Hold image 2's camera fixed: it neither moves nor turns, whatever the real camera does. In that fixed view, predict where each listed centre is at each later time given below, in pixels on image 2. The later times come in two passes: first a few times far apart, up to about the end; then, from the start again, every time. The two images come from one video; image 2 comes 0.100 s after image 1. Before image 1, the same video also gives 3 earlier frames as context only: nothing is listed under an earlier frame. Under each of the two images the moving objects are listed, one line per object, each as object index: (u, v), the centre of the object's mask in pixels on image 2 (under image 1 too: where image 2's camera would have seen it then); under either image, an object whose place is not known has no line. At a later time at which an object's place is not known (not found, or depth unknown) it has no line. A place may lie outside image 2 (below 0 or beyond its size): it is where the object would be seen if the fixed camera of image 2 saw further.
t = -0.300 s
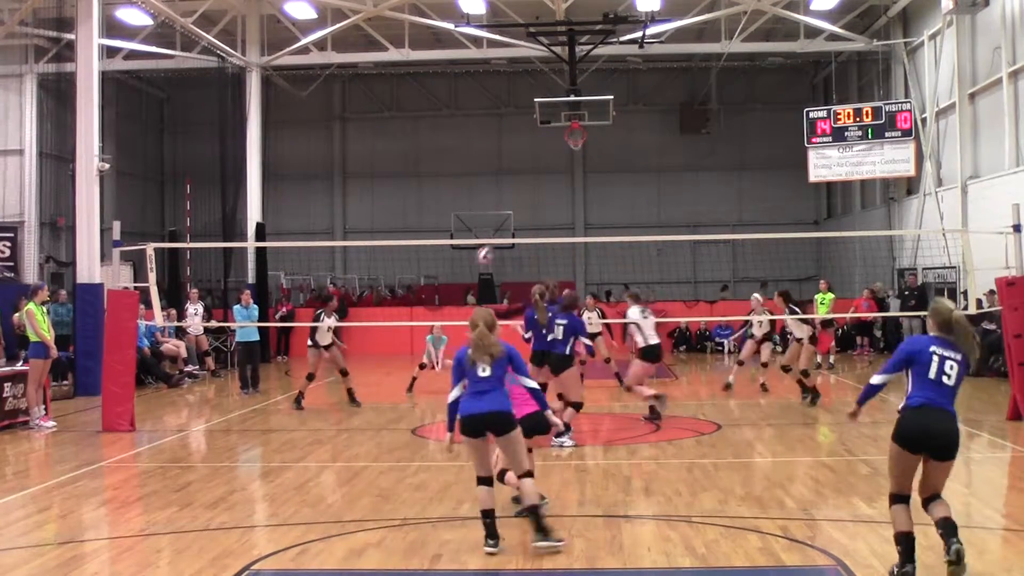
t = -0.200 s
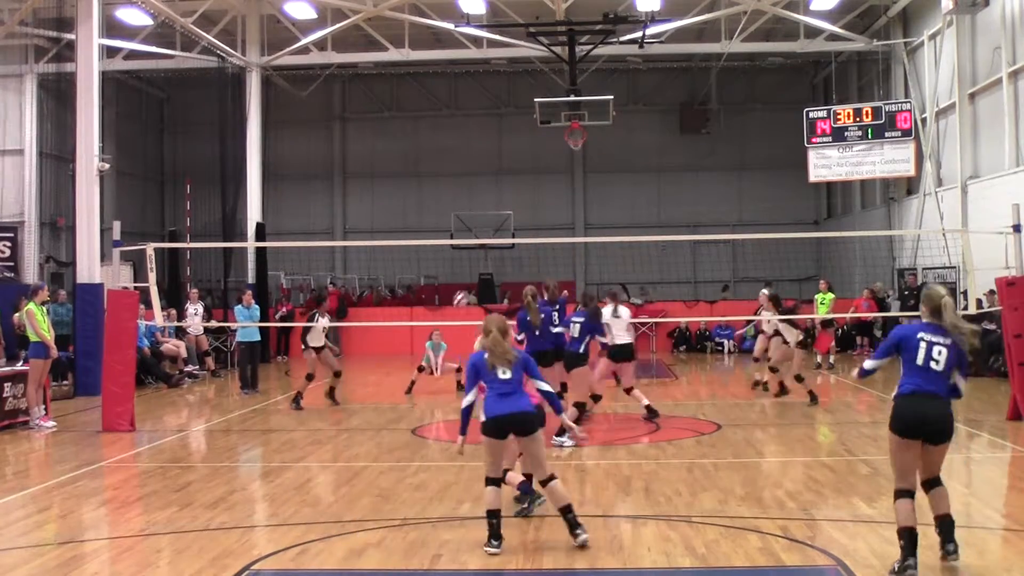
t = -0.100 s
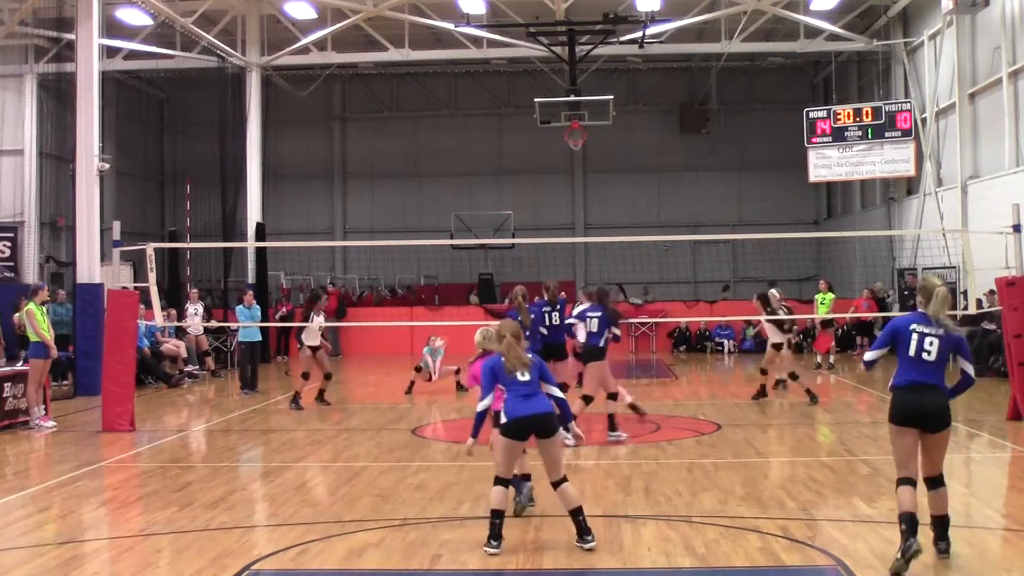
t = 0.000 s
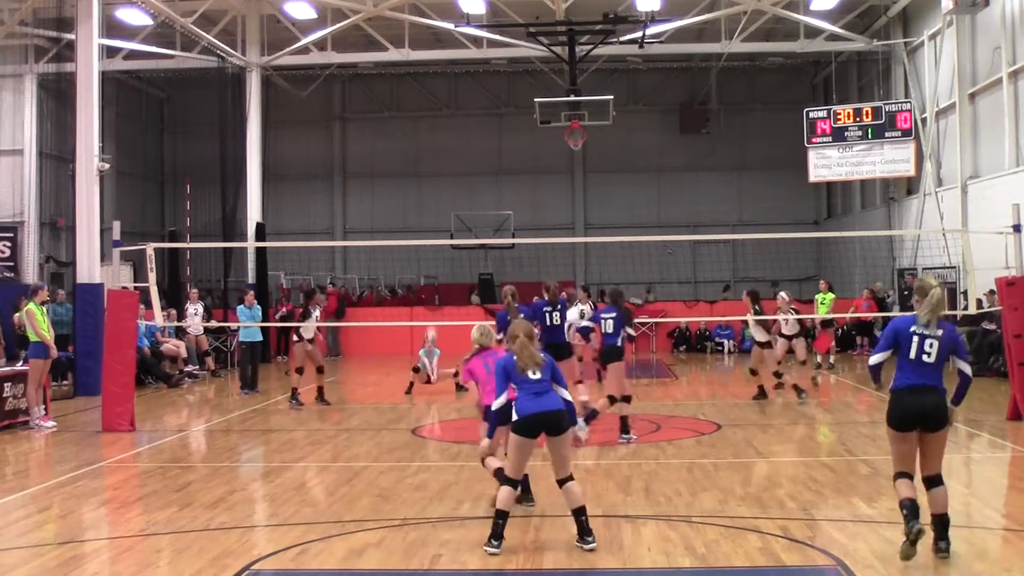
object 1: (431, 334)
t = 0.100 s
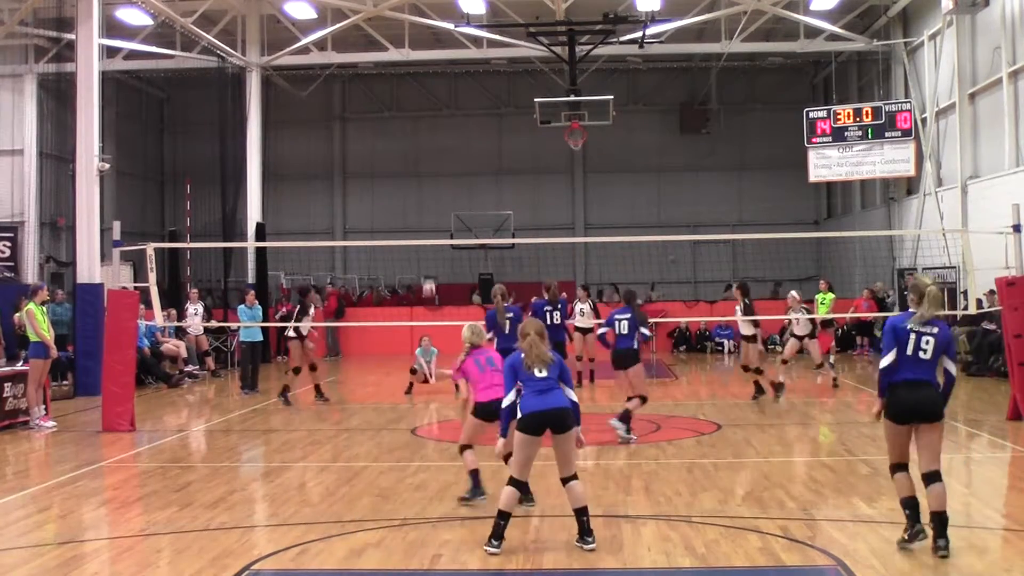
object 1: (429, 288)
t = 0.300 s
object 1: (424, 211)
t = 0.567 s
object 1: (418, 144)
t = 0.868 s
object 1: (410, 121)
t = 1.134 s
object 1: (403, 152)
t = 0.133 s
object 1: (428, 275)
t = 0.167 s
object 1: (427, 260)
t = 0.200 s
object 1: (427, 249)
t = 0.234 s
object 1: (426, 233)
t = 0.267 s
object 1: (425, 223)
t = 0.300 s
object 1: (424, 211)
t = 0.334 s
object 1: (423, 201)
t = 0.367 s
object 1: (423, 191)
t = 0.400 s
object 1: (422, 181)
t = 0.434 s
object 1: (421, 173)
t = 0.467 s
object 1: (420, 164)
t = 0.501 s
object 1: (419, 157)
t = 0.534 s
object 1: (419, 150)
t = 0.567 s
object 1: (418, 144)
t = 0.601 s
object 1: (417, 139)
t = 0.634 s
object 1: (416, 134)
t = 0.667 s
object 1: (415, 131)
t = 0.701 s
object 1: (415, 127)
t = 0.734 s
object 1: (413, 125)
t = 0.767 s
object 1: (413, 123)
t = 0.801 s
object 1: (412, 122)
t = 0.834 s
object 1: (411, 121)
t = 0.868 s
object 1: (410, 121)
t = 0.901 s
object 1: (410, 122)
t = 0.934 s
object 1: (409, 124)
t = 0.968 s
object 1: (407, 127)
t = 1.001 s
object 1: (407, 130)
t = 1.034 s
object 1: (406, 135)
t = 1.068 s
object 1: (405, 140)
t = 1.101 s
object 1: (405, 146)
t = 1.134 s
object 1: (403, 152)
